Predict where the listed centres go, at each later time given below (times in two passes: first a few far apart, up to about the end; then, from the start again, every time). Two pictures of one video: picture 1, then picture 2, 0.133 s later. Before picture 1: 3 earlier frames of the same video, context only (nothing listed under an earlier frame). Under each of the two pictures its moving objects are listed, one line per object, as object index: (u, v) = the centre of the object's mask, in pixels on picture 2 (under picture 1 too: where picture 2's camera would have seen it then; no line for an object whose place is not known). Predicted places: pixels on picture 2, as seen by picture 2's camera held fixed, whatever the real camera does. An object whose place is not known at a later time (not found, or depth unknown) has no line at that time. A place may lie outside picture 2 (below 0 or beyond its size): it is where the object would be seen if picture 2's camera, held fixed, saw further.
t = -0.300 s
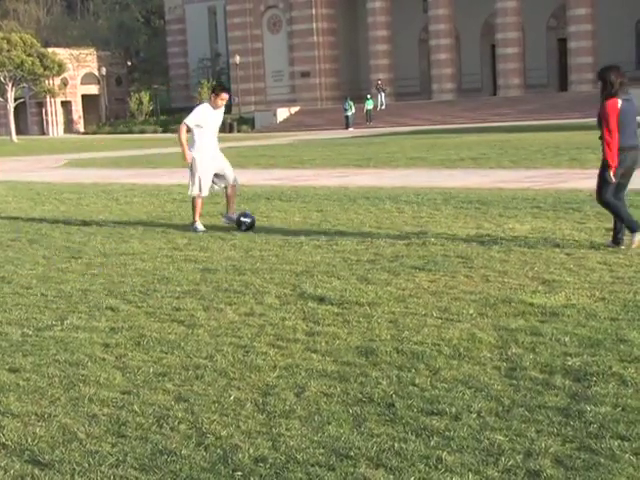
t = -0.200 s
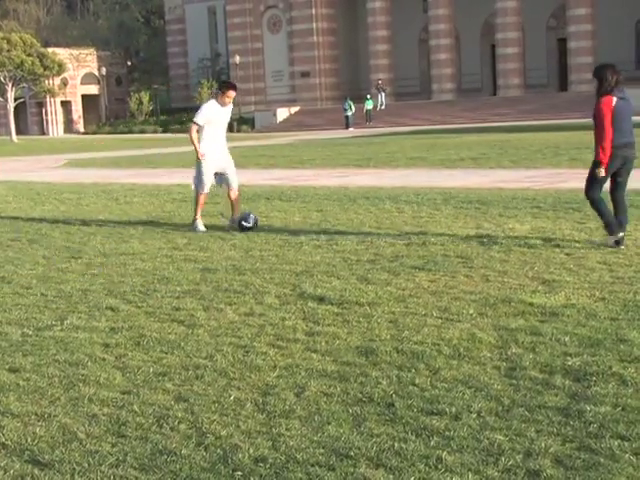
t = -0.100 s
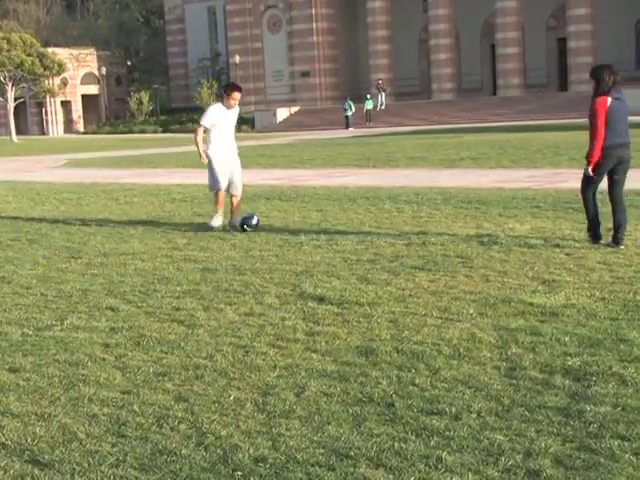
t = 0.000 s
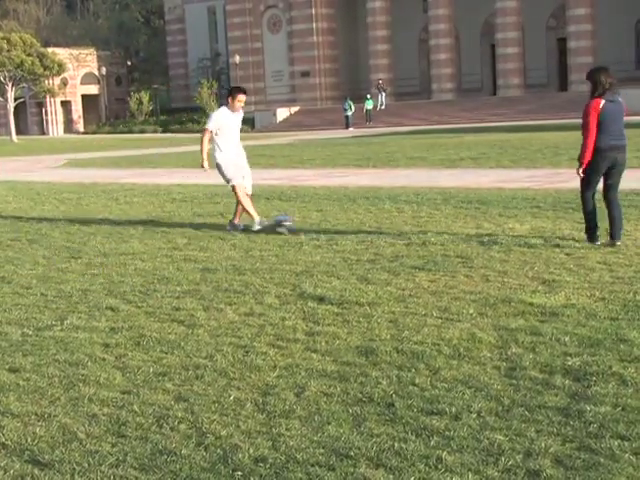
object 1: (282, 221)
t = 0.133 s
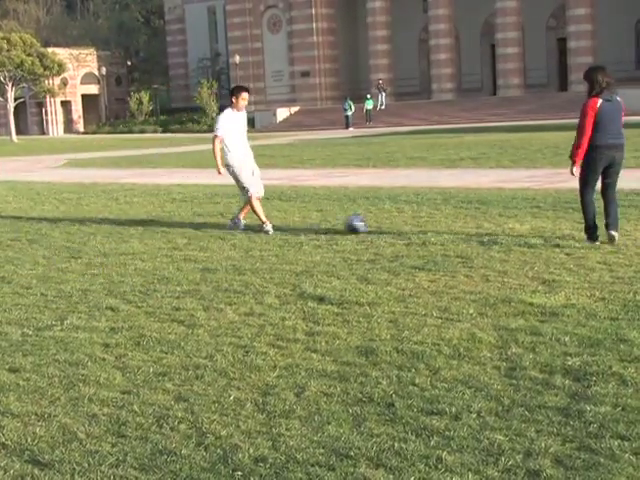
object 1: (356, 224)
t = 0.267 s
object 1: (421, 222)
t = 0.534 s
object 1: (529, 223)
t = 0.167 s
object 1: (373, 225)
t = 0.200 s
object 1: (389, 225)
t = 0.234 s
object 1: (406, 225)
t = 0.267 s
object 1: (421, 222)
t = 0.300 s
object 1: (435, 222)
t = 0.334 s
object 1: (448, 222)
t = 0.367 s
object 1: (461, 223)
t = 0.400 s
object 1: (475, 224)
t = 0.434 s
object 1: (490, 225)
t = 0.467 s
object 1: (503, 224)
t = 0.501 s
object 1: (516, 225)
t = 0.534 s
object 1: (529, 223)
